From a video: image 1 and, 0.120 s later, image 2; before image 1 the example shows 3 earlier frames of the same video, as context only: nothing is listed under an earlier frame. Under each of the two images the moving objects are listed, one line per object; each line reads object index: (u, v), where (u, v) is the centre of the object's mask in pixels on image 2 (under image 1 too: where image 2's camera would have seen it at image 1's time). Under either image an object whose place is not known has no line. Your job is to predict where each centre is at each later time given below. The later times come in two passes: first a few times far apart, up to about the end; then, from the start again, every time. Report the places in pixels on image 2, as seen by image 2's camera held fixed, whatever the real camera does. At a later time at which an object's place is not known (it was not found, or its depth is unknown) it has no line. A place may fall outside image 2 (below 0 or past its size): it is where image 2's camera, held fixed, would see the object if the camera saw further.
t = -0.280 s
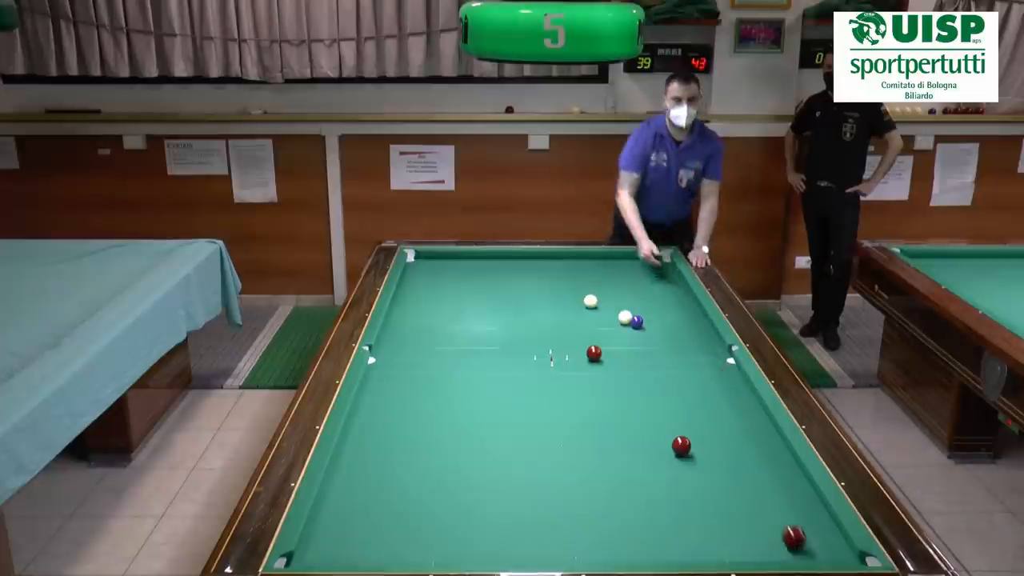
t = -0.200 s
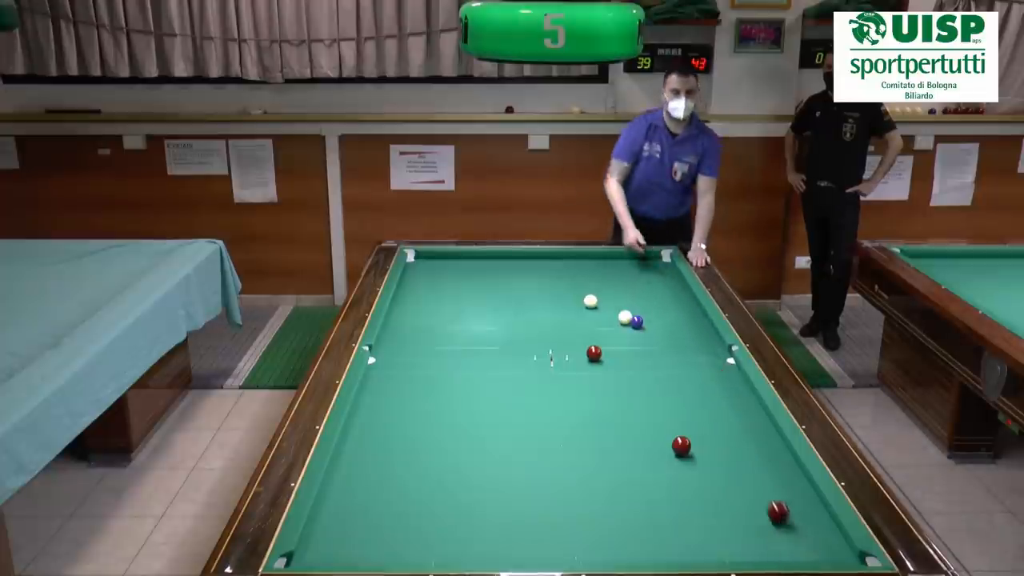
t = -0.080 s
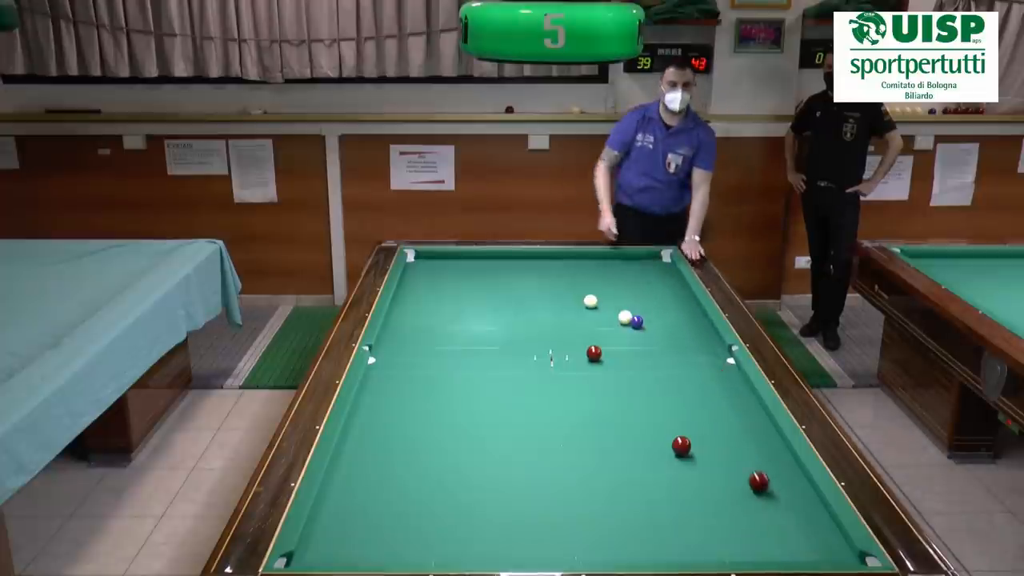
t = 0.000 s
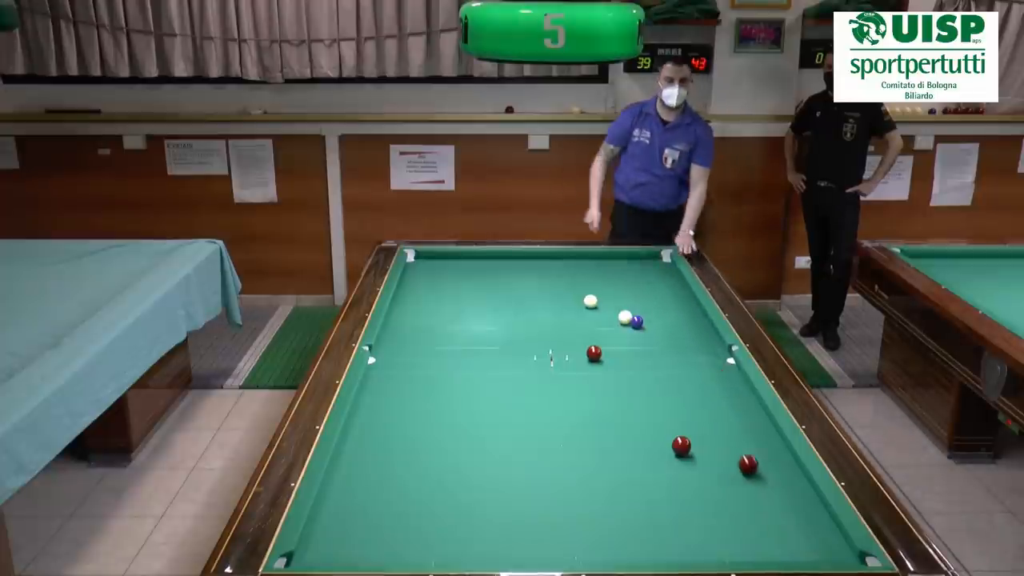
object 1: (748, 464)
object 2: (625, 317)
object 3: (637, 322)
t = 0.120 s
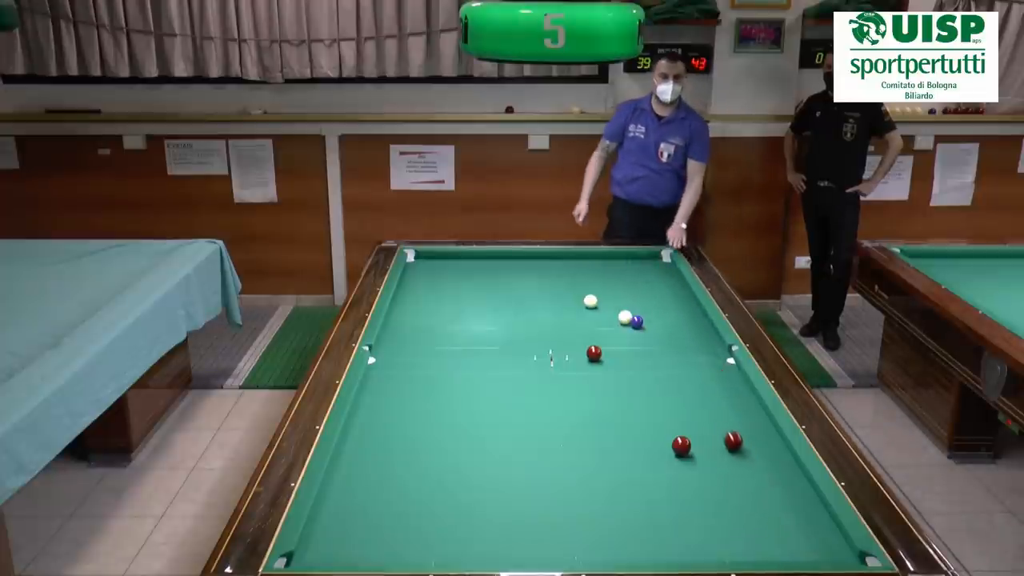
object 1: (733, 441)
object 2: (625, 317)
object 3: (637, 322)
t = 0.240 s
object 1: (720, 420)
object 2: (625, 317)
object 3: (637, 322)
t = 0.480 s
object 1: (696, 383)
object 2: (625, 317)
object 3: (637, 322)
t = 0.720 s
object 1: (676, 352)
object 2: (625, 317)
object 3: (637, 322)
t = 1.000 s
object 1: (657, 322)
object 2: (625, 317)
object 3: (637, 322)
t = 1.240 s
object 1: (643, 301)
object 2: (625, 317)
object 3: (637, 322)
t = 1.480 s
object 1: (631, 283)
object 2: (625, 317)
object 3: (637, 322)
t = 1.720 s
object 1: (621, 267)
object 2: (625, 317)
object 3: (637, 322)
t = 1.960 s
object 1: (615, 259)
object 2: (625, 317)
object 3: (637, 322)
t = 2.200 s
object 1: (617, 268)
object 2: (625, 317)
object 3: (637, 322)
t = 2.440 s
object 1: (619, 278)
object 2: (625, 317)
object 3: (637, 322)
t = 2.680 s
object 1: (621, 288)
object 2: (625, 317)
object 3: (637, 322)
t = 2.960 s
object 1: (623, 300)
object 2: (625, 317)
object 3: (637, 322)
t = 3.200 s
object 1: (625, 308)
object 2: (625, 317)
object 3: (637, 322)
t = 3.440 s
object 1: (628, 315)
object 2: (616, 323)
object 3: (647, 325)
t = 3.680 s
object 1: (631, 318)
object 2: (607, 328)
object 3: (658, 329)
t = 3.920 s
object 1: (634, 321)
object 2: (598, 333)
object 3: (669, 332)
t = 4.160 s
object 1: (636, 323)
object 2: (589, 338)
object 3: (679, 335)
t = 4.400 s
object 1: (638, 325)
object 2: (580, 344)
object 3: (689, 339)
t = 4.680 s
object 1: (640, 327)
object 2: (570, 350)
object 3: (700, 342)
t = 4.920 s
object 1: (642, 329)
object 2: (560, 355)
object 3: (709, 345)
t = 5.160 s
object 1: (643, 331)
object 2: (552, 360)
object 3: (718, 347)
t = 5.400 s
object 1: (644, 332)
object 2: (543, 364)
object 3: (719, 349)
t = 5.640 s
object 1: (646, 333)
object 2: (535, 369)
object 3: (717, 350)
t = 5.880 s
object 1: (647, 334)
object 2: (527, 374)
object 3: (716, 352)
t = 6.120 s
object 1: (648, 334)
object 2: (519, 379)
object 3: (714, 354)
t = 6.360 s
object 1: (648, 335)
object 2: (511, 383)
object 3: (713, 355)
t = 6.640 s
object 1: (648, 335)
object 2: (502, 388)
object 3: (712, 356)
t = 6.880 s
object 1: (648, 335)
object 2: (495, 392)
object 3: (711, 357)
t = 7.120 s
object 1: (648, 335)
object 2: (488, 396)
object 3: (711, 358)
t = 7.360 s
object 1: (647, 335)
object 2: (482, 399)
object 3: (711, 358)
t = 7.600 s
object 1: (647, 335)
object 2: (476, 403)
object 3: (711, 358)
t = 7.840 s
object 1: (647, 335)
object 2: (470, 407)
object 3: (711, 358)
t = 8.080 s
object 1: (647, 335)
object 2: (465, 410)
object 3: (711, 357)
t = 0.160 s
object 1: (728, 433)
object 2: (625, 317)
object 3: (637, 322)
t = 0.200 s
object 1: (724, 427)
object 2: (625, 317)
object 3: (637, 322)
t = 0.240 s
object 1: (720, 420)
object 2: (625, 317)
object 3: (637, 322)
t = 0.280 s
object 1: (715, 413)
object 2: (625, 317)
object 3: (637, 322)
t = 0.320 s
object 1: (711, 406)
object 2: (625, 317)
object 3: (637, 322)
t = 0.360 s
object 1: (707, 400)
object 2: (625, 317)
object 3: (637, 322)
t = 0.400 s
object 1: (703, 394)
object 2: (625, 317)
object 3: (637, 322)
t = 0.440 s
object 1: (700, 389)
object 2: (625, 317)
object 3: (637, 322)
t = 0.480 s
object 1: (696, 383)
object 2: (625, 317)
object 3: (637, 322)
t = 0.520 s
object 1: (692, 377)
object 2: (625, 317)
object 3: (637, 322)
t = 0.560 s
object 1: (689, 372)
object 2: (625, 317)
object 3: (637, 322)
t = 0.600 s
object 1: (686, 367)
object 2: (625, 317)
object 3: (637, 322)
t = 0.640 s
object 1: (683, 362)
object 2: (625, 317)
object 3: (637, 322)
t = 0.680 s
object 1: (679, 357)
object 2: (625, 317)
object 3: (637, 322)
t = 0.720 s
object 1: (676, 352)
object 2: (625, 317)
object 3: (637, 322)
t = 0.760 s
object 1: (673, 348)
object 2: (625, 317)
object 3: (637, 322)
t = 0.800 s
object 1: (671, 343)
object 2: (625, 317)
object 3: (637, 322)
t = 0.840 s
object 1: (668, 339)
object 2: (625, 317)
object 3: (637, 322)
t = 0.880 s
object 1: (665, 335)
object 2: (625, 317)
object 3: (637, 322)
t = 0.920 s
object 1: (662, 330)
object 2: (625, 317)
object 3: (637, 322)
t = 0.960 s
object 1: (660, 326)
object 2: (625, 317)
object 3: (637, 322)
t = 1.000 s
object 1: (657, 322)
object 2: (625, 317)
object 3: (637, 322)
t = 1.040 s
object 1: (655, 319)
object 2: (625, 317)
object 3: (637, 322)
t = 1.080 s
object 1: (653, 315)
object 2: (625, 317)
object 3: (637, 322)
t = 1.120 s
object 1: (650, 311)
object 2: (625, 317)
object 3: (637, 322)
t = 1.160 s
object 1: (648, 308)
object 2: (625, 317)
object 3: (637, 322)
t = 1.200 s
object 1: (645, 304)
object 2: (625, 317)
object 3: (637, 322)
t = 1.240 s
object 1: (643, 301)
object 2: (625, 317)
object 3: (637, 322)
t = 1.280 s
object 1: (641, 298)
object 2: (625, 317)
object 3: (637, 322)
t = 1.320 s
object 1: (639, 294)
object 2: (625, 317)
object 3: (637, 322)
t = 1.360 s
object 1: (637, 291)
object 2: (625, 317)
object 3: (637, 322)
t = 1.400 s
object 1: (635, 288)
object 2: (625, 317)
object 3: (637, 322)
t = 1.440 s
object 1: (633, 285)
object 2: (625, 317)
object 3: (637, 322)
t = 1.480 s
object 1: (631, 283)
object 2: (625, 317)
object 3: (637, 322)
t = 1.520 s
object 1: (629, 280)
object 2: (625, 317)
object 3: (637, 322)
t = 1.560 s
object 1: (627, 276)
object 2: (625, 317)
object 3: (637, 322)
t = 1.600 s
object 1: (626, 274)
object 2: (625, 317)
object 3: (637, 322)
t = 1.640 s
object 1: (624, 271)
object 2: (625, 317)
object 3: (637, 322)
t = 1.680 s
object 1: (622, 269)
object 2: (625, 317)
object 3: (637, 322)
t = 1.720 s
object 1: (621, 267)
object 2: (625, 317)
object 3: (637, 322)
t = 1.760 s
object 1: (619, 264)
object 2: (625, 317)
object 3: (637, 322)
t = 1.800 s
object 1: (618, 262)
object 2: (625, 317)
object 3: (637, 322)
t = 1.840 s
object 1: (616, 259)
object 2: (625, 317)
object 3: (637, 322)
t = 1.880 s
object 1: (615, 257)
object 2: (625, 317)
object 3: (637, 322)
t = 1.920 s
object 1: (614, 257)
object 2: (625, 317)
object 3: (637, 322)
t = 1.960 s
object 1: (615, 259)
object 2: (625, 317)
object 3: (637, 322)
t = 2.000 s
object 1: (615, 261)
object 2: (625, 317)
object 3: (637, 322)
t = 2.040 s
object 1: (615, 262)
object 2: (625, 317)
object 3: (637, 322)
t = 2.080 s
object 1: (616, 263)
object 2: (625, 317)
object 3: (637, 322)
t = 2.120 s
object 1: (616, 265)
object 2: (625, 317)
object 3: (637, 322)
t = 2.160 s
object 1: (616, 267)
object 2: (625, 317)
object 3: (637, 322)
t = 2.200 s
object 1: (617, 268)
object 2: (625, 317)
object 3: (637, 322)
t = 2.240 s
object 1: (617, 270)
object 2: (625, 317)
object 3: (637, 322)
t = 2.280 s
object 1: (617, 271)
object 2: (625, 317)
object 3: (637, 322)
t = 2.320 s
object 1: (618, 273)
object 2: (625, 317)
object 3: (637, 322)
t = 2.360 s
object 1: (618, 274)
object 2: (625, 317)
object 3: (637, 322)
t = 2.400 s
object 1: (618, 276)
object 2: (625, 317)
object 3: (637, 322)
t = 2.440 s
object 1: (619, 278)
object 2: (625, 317)
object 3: (637, 322)
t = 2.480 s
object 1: (619, 279)
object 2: (625, 317)
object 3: (637, 322)
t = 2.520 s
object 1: (620, 281)
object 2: (625, 317)
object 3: (637, 322)
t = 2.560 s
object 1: (620, 283)
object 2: (625, 317)
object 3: (637, 322)
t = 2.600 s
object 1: (620, 285)
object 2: (625, 317)
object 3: (637, 322)
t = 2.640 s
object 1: (620, 286)
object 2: (625, 317)
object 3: (637, 322)
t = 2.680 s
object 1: (621, 288)
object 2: (625, 317)
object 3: (637, 322)
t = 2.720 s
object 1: (621, 289)
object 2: (625, 317)
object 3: (637, 322)
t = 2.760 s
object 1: (621, 291)
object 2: (625, 317)
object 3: (637, 322)
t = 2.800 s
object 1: (622, 293)
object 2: (625, 317)
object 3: (637, 322)
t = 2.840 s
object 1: (622, 295)
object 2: (625, 317)
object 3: (637, 322)
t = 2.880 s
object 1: (622, 296)
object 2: (625, 317)
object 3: (637, 322)
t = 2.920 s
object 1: (623, 299)
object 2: (625, 317)
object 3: (637, 322)
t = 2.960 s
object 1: (623, 300)
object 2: (625, 317)
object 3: (637, 322)
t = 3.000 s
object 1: (623, 302)
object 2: (625, 317)
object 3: (637, 322)
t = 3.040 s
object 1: (624, 303)
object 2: (625, 317)
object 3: (637, 322)
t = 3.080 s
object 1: (624, 305)
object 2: (625, 317)
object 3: (637, 322)
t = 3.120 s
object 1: (624, 306)
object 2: (625, 317)
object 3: (637, 322)
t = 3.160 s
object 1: (625, 307)
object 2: (625, 317)
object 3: (637, 322)
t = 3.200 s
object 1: (625, 308)
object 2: (625, 317)
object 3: (637, 322)
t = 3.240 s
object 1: (626, 309)
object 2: (624, 318)
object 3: (637, 322)
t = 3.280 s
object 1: (627, 311)
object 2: (622, 319)
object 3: (639, 323)
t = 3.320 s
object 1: (628, 312)
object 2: (621, 320)
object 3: (642, 323)
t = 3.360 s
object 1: (628, 313)
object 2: (619, 321)
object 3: (643, 324)
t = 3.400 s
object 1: (628, 314)
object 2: (618, 322)
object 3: (646, 325)
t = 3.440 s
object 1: (628, 315)
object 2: (616, 323)
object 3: (647, 325)
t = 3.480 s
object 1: (629, 315)
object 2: (615, 324)
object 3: (649, 326)
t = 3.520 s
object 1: (629, 316)
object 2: (613, 325)
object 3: (651, 326)
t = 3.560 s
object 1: (630, 317)
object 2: (612, 326)
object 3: (653, 327)
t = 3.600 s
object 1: (630, 317)
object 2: (610, 327)
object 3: (655, 327)
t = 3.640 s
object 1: (631, 318)
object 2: (608, 328)
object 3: (656, 328)
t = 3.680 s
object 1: (631, 318)
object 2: (607, 328)
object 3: (658, 329)
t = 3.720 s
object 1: (632, 318)
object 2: (606, 329)
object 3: (660, 329)
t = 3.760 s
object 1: (632, 319)
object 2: (604, 330)
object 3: (662, 330)
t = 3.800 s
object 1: (632, 319)
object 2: (603, 331)
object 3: (664, 330)
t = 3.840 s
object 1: (633, 320)
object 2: (601, 332)
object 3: (666, 331)
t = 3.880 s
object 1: (633, 320)
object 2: (600, 333)
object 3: (667, 331)
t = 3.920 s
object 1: (634, 321)
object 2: (598, 333)
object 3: (669, 332)
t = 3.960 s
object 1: (634, 321)
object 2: (596, 334)
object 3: (671, 333)
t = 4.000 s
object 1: (634, 321)
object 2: (595, 335)
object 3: (672, 333)
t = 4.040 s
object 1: (635, 322)
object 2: (594, 336)
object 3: (674, 333)
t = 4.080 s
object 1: (635, 322)
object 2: (592, 337)
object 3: (676, 334)
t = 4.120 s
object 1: (636, 323)
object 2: (590, 338)
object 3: (678, 334)
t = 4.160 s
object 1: (636, 323)
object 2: (589, 338)
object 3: (679, 335)
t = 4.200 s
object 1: (636, 323)
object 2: (587, 339)
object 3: (681, 336)
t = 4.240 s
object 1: (637, 324)
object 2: (586, 340)
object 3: (683, 336)
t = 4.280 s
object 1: (637, 324)
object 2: (584, 341)
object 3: (684, 337)
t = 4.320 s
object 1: (637, 324)
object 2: (583, 342)
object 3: (686, 337)
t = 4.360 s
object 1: (638, 325)
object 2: (581, 343)
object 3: (688, 338)
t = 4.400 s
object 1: (638, 325)
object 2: (580, 344)
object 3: (689, 339)
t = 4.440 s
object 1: (638, 326)
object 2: (579, 345)
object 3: (691, 339)
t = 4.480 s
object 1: (639, 326)
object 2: (577, 345)
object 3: (692, 339)
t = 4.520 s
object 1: (639, 326)
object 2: (575, 347)
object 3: (694, 340)
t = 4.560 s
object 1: (639, 326)
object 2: (574, 347)
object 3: (696, 340)
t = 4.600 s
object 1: (640, 327)
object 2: (572, 348)
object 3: (697, 341)
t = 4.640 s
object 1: (640, 327)
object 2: (571, 349)
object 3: (699, 341)
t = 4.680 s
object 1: (640, 327)
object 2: (570, 350)
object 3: (700, 342)
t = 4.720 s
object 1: (641, 328)
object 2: (568, 351)
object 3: (702, 342)
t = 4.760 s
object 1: (641, 328)
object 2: (566, 352)
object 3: (703, 343)
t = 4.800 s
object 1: (641, 328)
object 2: (565, 353)
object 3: (705, 343)
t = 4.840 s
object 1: (641, 329)
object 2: (563, 353)
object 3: (706, 344)
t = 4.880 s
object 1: (642, 329)
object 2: (562, 354)
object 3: (708, 344)
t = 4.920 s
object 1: (642, 329)
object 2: (560, 355)
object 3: (709, 345)
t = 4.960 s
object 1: (642, 329)
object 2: (559, 356)
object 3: (711, 345)
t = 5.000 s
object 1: (642, 330)
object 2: (558, 356)
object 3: (712, 345)
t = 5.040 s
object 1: (643, 330)
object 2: (556, 357)
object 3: (714, 346)
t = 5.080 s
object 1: (643, 330)
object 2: (555, 358)
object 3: (715, 346)
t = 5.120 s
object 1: (643, 330)
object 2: (553, 359)
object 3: (716, 347)
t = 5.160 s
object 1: (643, 331)
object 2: (552, 360)
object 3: (718, 347)
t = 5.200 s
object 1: (643, 331)
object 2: (550, 360)
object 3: (719, 347)
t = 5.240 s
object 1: (644, 331)
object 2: (549, 361)
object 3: (720, 348)
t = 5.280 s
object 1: (644, 331)
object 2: (547, 362)
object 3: (719, 349)
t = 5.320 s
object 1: (644, 332)
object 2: (546, 363)
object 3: (719, 348)
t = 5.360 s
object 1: (644, 332)
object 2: (545, 363)
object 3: (719, 348)
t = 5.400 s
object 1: (644, 332)
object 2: (543, 364)
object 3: (719, 349)
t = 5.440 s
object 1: (645, 332)
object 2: (542, 365)
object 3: (718, 349)
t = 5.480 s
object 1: (645, 332)
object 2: (540, 366)
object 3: (718, 350)
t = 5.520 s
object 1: (645, 332)
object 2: (539, 367)
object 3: (718, 350)
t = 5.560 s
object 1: (645, 333)
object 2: (537, 367)
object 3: (717, 350)
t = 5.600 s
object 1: (646, 333)
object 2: (536, 368)
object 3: (717, 350)
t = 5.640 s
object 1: (646, 333)
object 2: (535, 369)
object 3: (717, 350)
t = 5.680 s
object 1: (646, 333)
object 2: (534, 370)
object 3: (717, 351)
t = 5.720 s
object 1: (646, 333)
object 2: (532, 371)
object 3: (717, 351)
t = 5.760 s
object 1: (646, 333)
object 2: (531, 372)
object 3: (716, 351)
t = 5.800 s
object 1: (647, 334)
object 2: (529, 372)
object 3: (716, 351)
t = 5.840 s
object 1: (647, 334)
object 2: (528, 373)
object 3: (716, 352)
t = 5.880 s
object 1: (647, 334)
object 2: (527, 374)
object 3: (716, 352)
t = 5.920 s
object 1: (647, 334)
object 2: (525, 375)
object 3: (715, 352)
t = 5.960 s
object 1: (647, 334)
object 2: (524, 375)
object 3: (715, 352)
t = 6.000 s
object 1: (647, 334)
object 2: (523, 376)
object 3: (715, 352)
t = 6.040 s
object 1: (648, 334)
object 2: (521, 377)
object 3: (715, 353)
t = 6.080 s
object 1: (648, 334)
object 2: (520, 378)
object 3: (714, 354)
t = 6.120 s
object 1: (648, 334)
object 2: (519, 379)
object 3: (714, 354)
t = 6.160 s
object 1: (648, 334)
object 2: (517, 379)
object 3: (714, 354)
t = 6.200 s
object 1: (648, 334)
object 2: (516, 380)
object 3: (714, 354)
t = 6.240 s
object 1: (648, 334)
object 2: (515, 381)
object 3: (713, 354)
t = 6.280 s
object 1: (648, 334)
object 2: (514, 381)
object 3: (713, 355)
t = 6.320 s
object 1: (648, 335)
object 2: (512, 382)
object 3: (713, 355)
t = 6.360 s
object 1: (648, 335)
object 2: (511, 383)
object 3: (713, 355)
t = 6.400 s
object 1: (648, 335)
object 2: (509, 384)
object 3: (713, 355)
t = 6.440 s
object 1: (648, 335)
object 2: (508, 385)
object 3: (713, 355)
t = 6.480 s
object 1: (648, 335)
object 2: (507, 385)
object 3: (712, 355)
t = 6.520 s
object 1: (648, 335)
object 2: (506, 386)
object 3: (712, 356)
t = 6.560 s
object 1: (648, 335)
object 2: (505, 387)
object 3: (712, 356)
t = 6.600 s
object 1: (648, 335)
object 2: (503, 387)
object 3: (712, 356)
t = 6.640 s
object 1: (648, 335)
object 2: (502, 388)
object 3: (712, 356)
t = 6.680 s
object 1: (648, 335)
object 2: (501, 389)
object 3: (712, 356)
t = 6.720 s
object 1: (648, 335)
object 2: (500, 389)
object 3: (712, 357)
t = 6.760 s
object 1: (648, 335)
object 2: (499, 390)
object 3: (712, 357)
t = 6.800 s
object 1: (648, 335)
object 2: (497, 391)
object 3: (711, 357)
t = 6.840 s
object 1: (648, 335)
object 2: (496, 391)
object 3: (711, 357)
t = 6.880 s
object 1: (648, 335)
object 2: (495, 392)
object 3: (711, 357)
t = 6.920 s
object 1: (647, 335)
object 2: (494, 393)
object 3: (711, 357)
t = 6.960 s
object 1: (648, 335)
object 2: (493, 394)
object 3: (711, 357)
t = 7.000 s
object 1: (648, 335)
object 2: (492, 395)
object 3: (711, 357)
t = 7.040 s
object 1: (648, 335)
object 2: (491, 395)
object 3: (711, 357)
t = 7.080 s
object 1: (648, 335)
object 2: (490, 395)
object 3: (711, 357)
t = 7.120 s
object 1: (648, 335)
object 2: (488, 396)
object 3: (711, 358)
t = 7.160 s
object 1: (648, 335)
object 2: (487, 397)
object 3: (711, 358)
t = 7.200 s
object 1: (647, 335)
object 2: (486, 398)
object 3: (711, 358)
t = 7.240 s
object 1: (647, 335)
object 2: (485, 398)
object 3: (711, 358)
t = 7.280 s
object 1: (647, 335)
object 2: (484, 399)
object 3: (711, 358)
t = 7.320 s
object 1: (647, 335)
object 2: (483, 399)
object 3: (711, 358)
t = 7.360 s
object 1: (647, 335)
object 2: (482, 399)
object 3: (711, 358)
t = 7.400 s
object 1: (647, 335)
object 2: (481, 400)
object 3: (711, 358)
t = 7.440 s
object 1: (647, 335)
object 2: (480, 401)
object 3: (711, 358)
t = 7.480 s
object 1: (647, 335)
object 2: (479, 402)
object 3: (711, 358)
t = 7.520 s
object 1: (647, 335)
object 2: (478, 402)
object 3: (711, 358)
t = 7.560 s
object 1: (647, 335)
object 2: (477, 402)
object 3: (711, 358)
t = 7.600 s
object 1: (647, 335)
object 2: (476, 403)
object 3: (711, 358)
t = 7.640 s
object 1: (647, 335)
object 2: (475, 404)
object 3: (711, 358)
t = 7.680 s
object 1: (647, 335)
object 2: (474, 405)
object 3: (711, 358)
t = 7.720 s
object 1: (647, 335)
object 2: (473, 405)
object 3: (711, 358)
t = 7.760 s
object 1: (647, 335)
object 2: (472, 405)
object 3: (711, 358)
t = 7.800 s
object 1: (647, 335)
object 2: (471, 406)
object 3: (711, 358)
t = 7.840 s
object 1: (647, 335)
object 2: (470, 407)
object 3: (711, 358)
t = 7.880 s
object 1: (647, 335)
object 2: (469, 408)
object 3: (711, 358)
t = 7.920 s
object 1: (647, 335)
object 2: (468, 408)
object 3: (711, 358)
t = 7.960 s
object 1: (647, 335)
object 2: (467, 408)
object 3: (711, 358)
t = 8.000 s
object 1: (647, 335)
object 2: (466, 409)
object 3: (711, 358)
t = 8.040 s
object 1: (647, 335)
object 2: (465, 409)
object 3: (711, 358)
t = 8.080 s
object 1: (647, 335)
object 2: (465, 410)
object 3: (711, 357)
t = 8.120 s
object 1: (647, 335)
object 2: (464, 411)
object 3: (711, 357)
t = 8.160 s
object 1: (647, 335)
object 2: (463, 411)
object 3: (711, 358)
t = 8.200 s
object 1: (647, 335)
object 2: (462, 411)
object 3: (711, 358)
